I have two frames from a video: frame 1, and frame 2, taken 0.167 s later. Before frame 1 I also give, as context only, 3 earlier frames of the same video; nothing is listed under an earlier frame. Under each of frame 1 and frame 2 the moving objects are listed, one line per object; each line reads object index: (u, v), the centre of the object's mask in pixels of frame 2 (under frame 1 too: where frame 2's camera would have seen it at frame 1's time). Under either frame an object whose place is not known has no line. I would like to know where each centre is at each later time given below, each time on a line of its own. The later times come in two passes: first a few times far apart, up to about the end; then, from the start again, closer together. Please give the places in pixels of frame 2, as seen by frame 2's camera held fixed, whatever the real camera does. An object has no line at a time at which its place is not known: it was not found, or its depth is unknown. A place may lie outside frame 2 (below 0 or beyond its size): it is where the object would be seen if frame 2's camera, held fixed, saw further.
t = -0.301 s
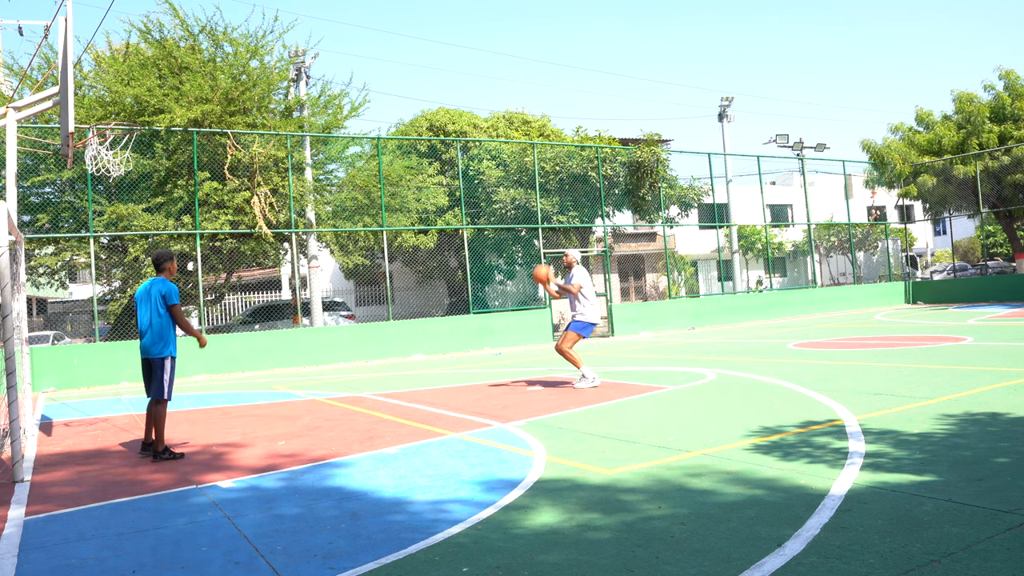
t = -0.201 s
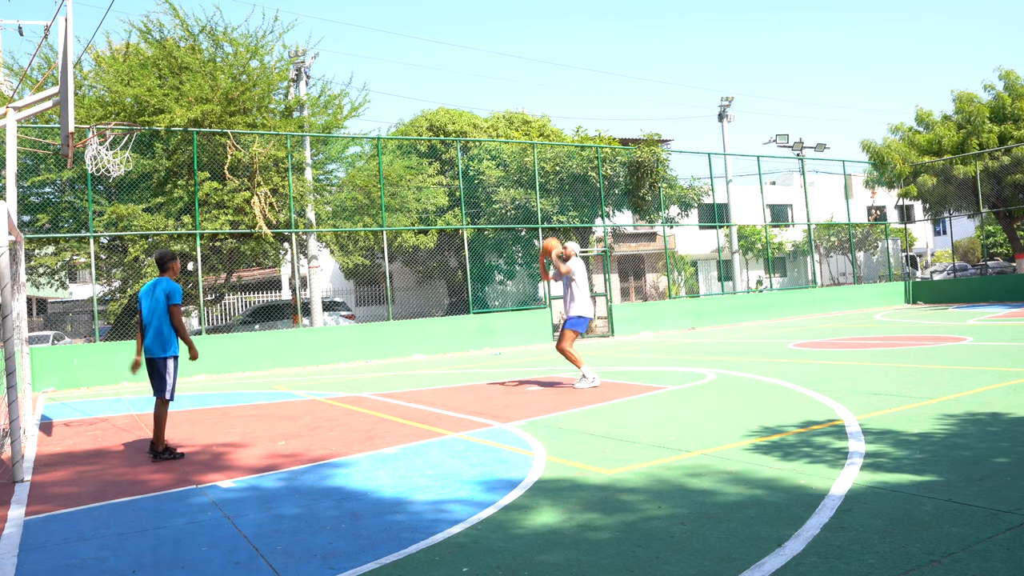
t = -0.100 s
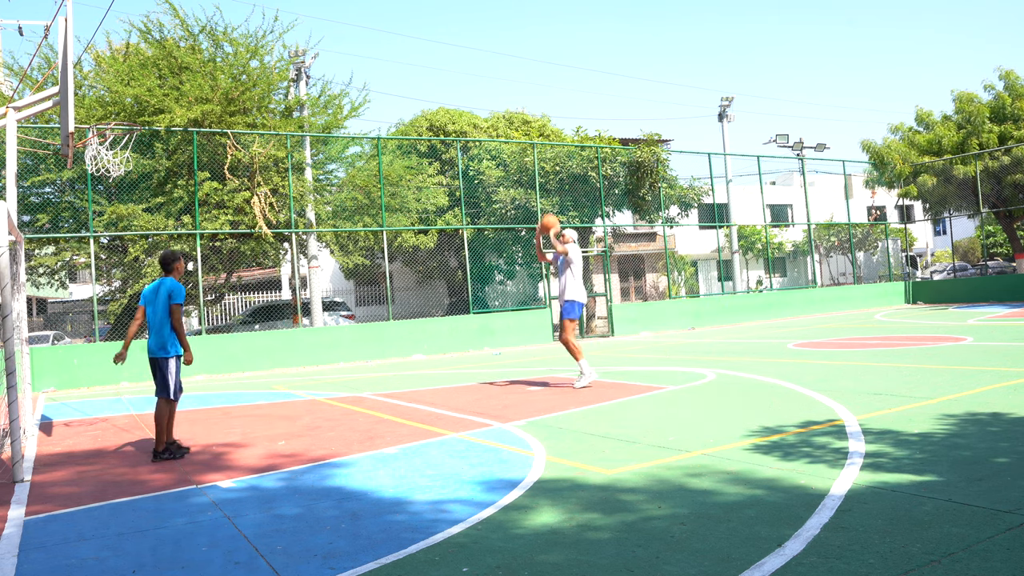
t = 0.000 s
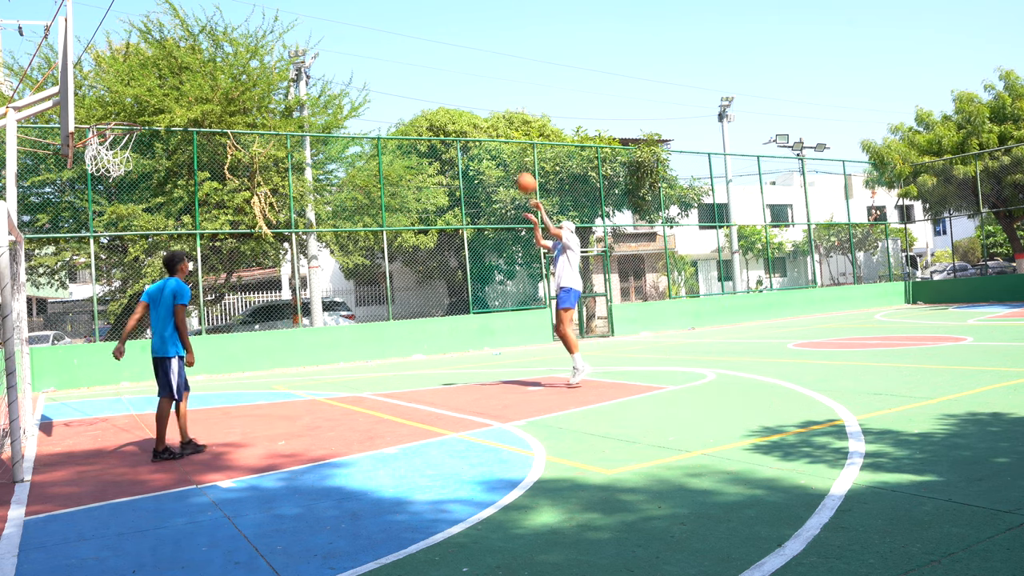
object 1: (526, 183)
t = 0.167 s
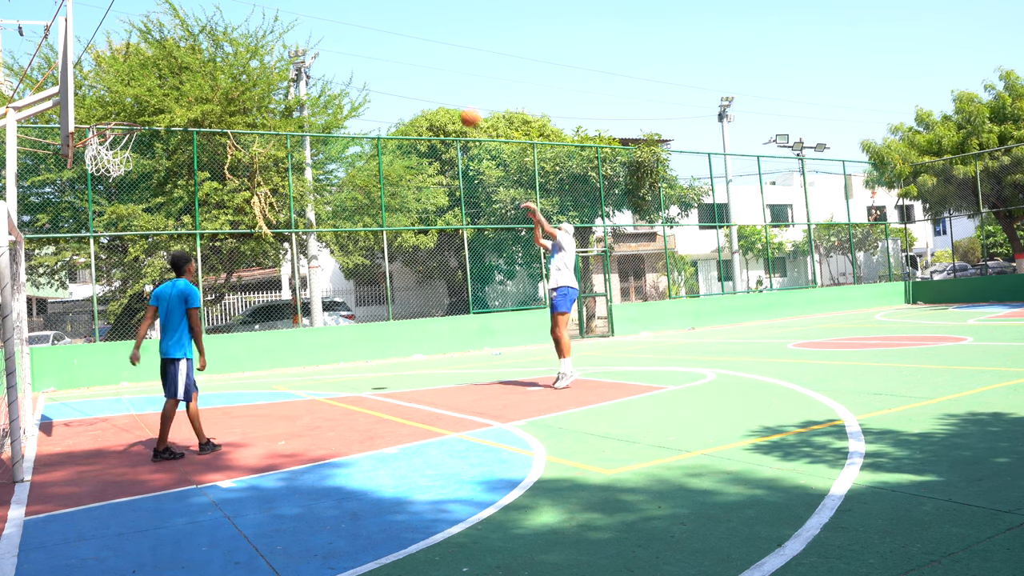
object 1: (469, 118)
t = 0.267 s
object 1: (435, 87)
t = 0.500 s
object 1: (352, 43)
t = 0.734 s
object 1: (265, 43)
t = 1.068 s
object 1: (158, 108)
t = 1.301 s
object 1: (228, 72)
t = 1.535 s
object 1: (301, 90)
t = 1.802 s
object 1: (393, 179)
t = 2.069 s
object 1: (492, 346)
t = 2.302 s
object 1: (548, 316)
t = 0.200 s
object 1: (458, 107)
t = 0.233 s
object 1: (447, 97)
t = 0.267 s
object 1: (435, 87)
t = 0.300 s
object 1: (424, 79)
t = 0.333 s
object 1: (412, 70)
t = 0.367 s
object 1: (400, 63)
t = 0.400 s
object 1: (388, 57)
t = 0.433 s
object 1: (377, 52)
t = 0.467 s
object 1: (365, 47)
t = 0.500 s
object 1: (352, 43)
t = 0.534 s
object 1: (340, 40)
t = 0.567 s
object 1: (328, 38)
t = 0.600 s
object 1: (316, 37)
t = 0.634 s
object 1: (303, 37)
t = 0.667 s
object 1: (291, 38)
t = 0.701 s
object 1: (278, 40)
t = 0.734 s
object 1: (265, 43)
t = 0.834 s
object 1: (225, 59)
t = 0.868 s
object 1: (212, 66)
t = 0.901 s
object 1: (199, 75)
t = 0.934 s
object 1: (185, 85)
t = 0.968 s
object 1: (171, 96)
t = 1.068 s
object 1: (158, 108)
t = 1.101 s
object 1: (167, 100)
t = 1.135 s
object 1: (178, 93)
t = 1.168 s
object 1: (188, 86)
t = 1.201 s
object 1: (198, 81)
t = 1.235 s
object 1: (208, 77)
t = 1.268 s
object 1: (218, 74)
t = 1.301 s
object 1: (228, 72)
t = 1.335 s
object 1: (238, 71)
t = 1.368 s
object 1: (249, 72)
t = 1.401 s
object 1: (259, 73)
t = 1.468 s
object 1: (280, 79)
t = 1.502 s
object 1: (291, 84)
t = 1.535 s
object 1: (301, 90)
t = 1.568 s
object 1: (313, 97)
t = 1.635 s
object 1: (335, 115)
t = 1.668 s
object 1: (346, 125)
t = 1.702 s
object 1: (358, 138)
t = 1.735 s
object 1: (369, 150)
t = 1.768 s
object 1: (381, 164)
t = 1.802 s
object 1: (393, 179)
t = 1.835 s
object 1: (404, 196)
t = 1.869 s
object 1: (417, 213)
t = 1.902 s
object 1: (429, 232)
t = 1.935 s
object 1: (442, 253)
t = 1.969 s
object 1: (454, 275)
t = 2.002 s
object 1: (467, 297)
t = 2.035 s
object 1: (479, 320)
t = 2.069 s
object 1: (492, 346)
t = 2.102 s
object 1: (505, 373)
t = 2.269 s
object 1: (543, 335)
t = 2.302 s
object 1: (548, 316)
